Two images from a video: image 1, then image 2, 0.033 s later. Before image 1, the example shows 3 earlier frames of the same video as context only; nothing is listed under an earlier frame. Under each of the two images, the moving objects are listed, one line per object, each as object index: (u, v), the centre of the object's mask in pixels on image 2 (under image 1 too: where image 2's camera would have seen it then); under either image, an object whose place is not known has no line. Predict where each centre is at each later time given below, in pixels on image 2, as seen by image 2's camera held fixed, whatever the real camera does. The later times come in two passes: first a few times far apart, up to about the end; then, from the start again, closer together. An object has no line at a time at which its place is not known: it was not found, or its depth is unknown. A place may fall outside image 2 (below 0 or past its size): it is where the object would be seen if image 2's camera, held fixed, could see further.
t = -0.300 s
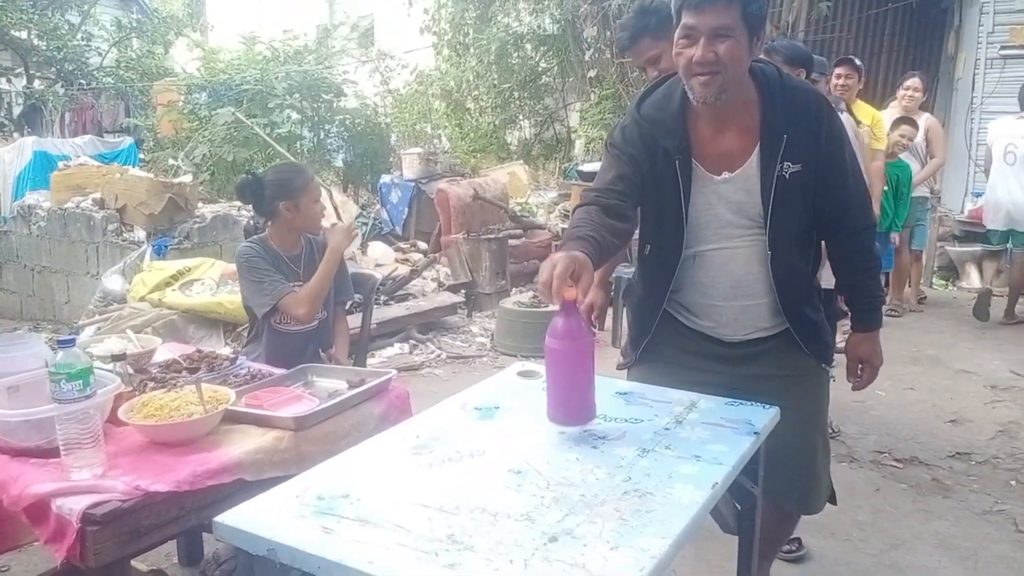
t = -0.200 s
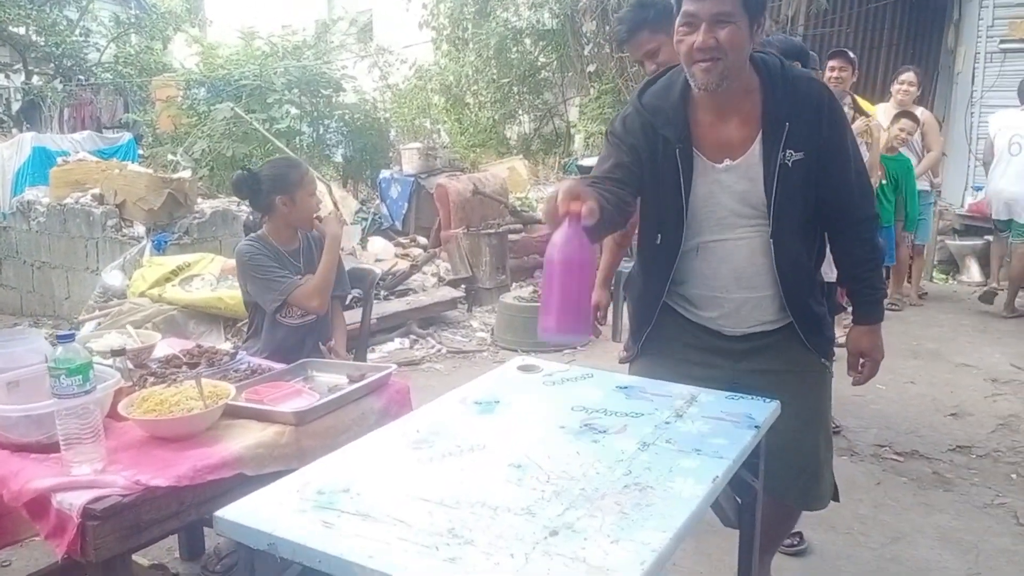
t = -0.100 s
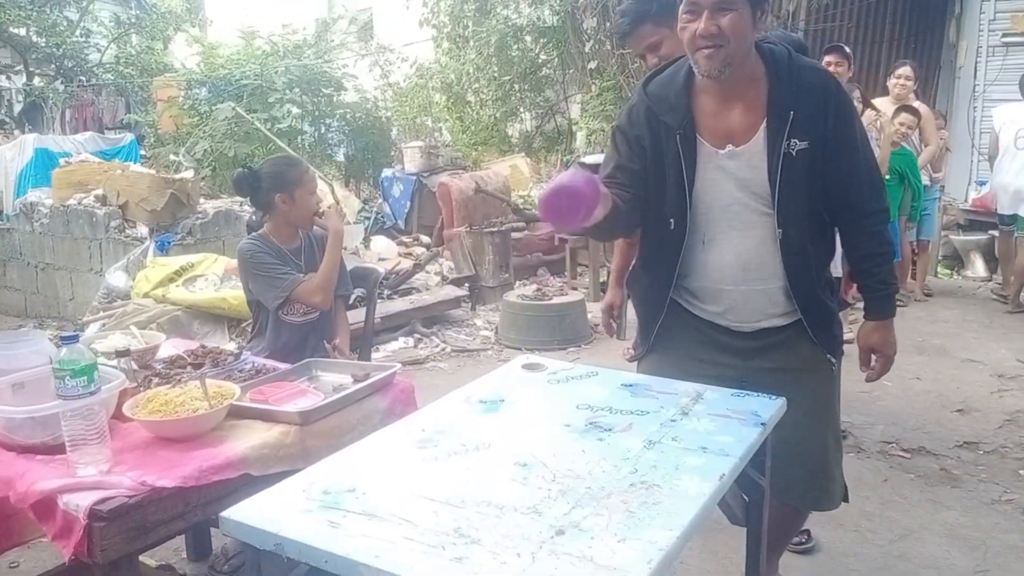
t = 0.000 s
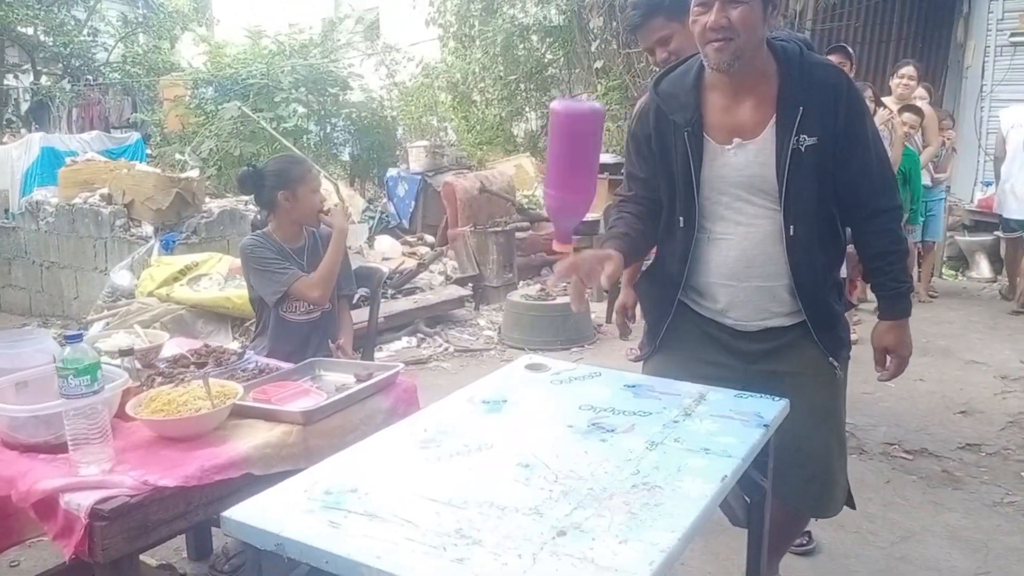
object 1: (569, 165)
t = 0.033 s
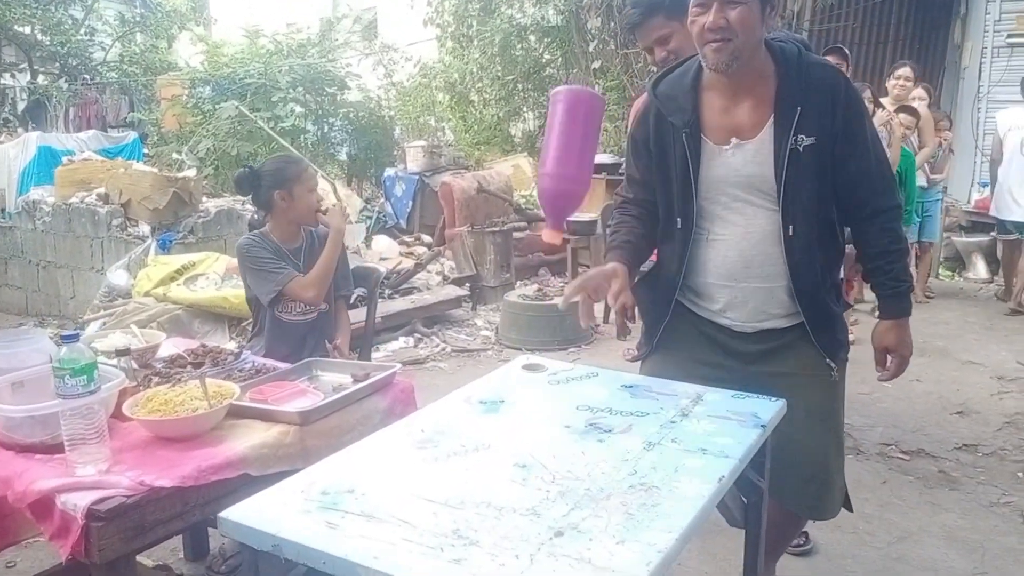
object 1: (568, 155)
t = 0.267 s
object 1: (573, 248)
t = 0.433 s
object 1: (559, 389)
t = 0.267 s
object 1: (573, 248)
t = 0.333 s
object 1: (571, 348)
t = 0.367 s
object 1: (569, 389)
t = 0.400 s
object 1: (564, 389)
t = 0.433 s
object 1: (559, 389)
